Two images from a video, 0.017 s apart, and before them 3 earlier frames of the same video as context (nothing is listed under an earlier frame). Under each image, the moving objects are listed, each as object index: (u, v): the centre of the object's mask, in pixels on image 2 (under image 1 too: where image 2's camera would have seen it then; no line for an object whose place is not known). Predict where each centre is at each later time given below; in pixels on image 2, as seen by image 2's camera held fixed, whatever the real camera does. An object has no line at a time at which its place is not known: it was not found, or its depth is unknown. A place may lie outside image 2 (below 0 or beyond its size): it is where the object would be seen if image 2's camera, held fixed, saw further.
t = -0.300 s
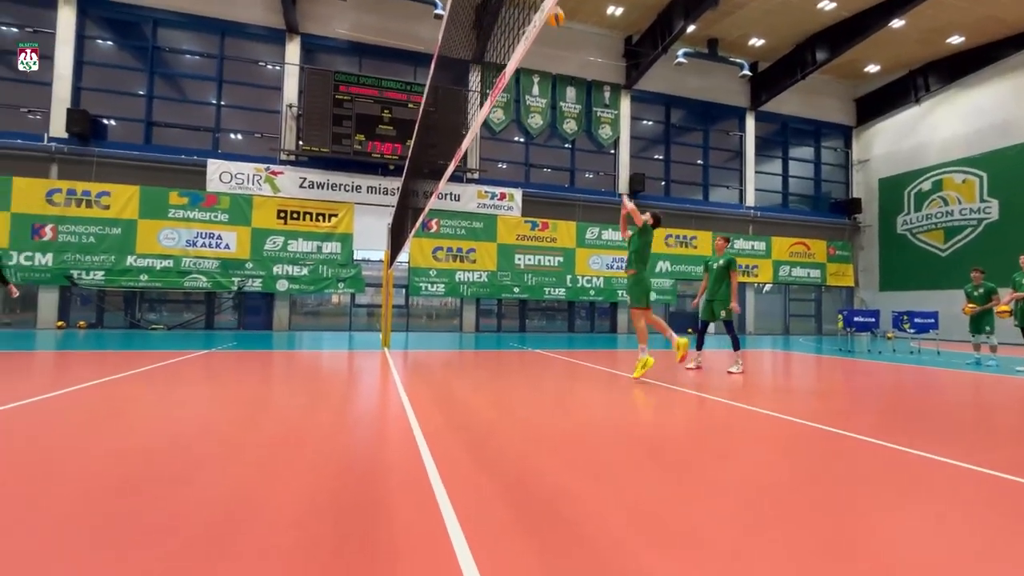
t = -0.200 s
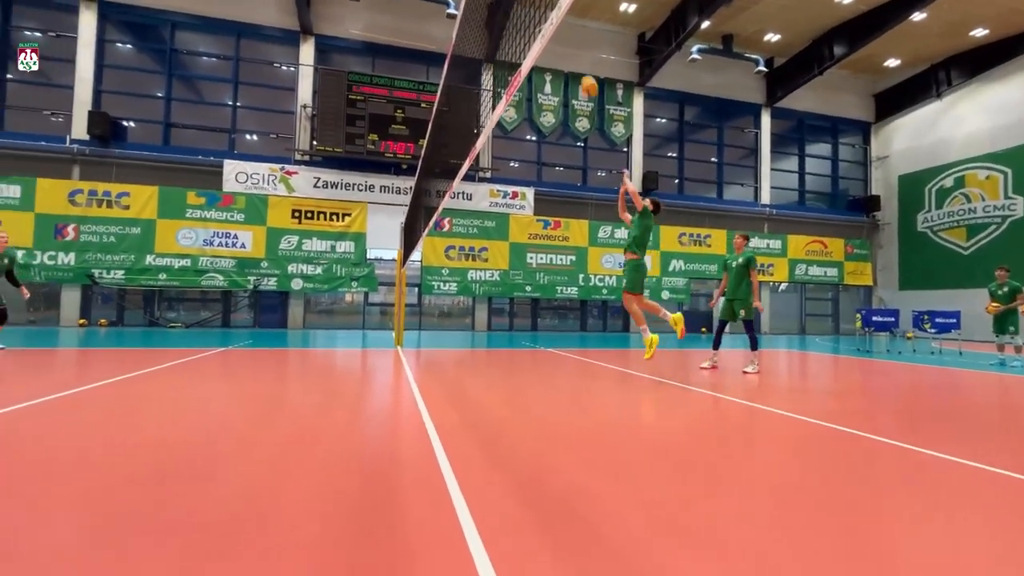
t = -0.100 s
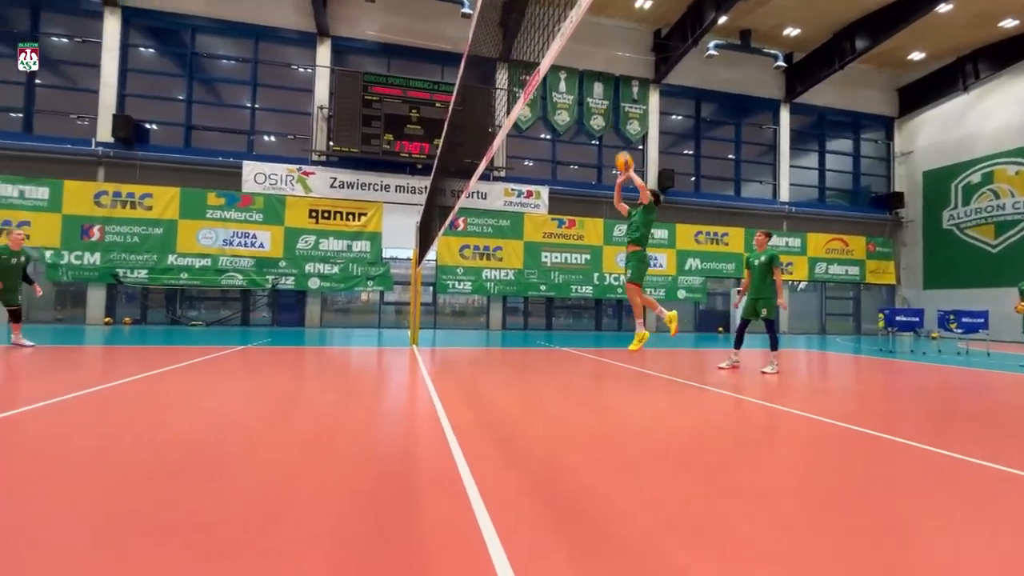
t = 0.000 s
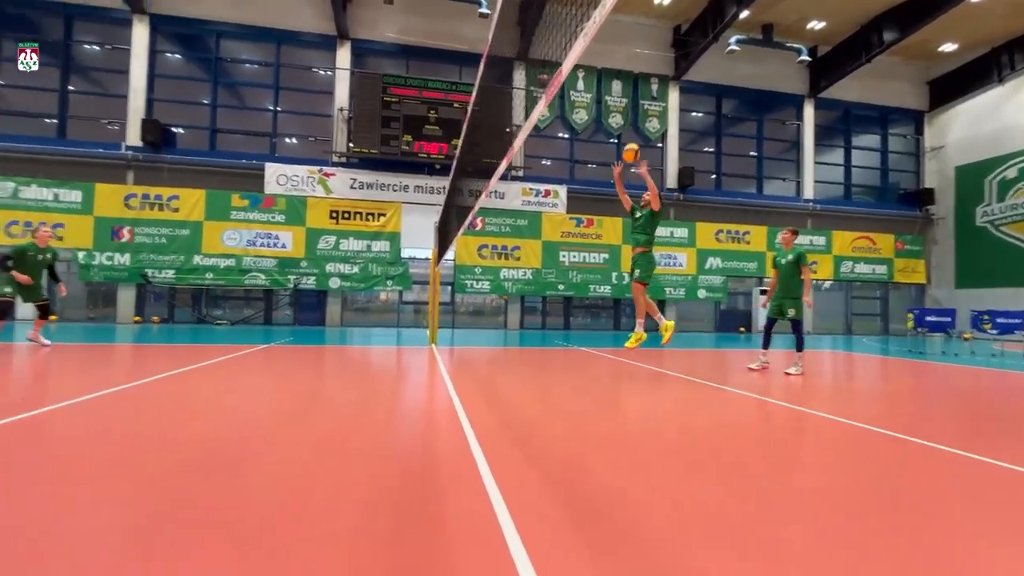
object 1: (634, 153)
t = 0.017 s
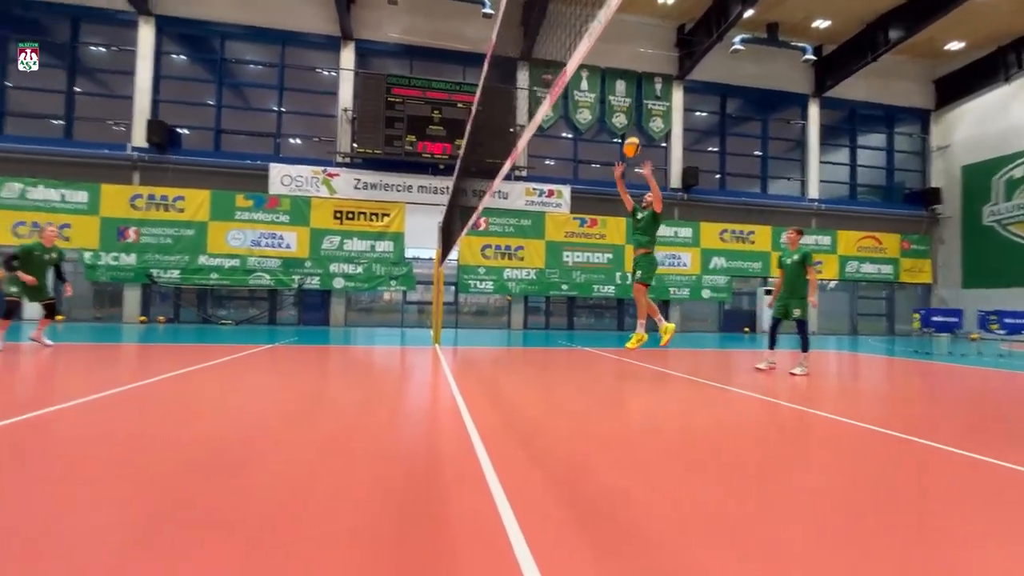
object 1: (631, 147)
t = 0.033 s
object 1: (628, 141)
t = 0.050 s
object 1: (624, 135)
